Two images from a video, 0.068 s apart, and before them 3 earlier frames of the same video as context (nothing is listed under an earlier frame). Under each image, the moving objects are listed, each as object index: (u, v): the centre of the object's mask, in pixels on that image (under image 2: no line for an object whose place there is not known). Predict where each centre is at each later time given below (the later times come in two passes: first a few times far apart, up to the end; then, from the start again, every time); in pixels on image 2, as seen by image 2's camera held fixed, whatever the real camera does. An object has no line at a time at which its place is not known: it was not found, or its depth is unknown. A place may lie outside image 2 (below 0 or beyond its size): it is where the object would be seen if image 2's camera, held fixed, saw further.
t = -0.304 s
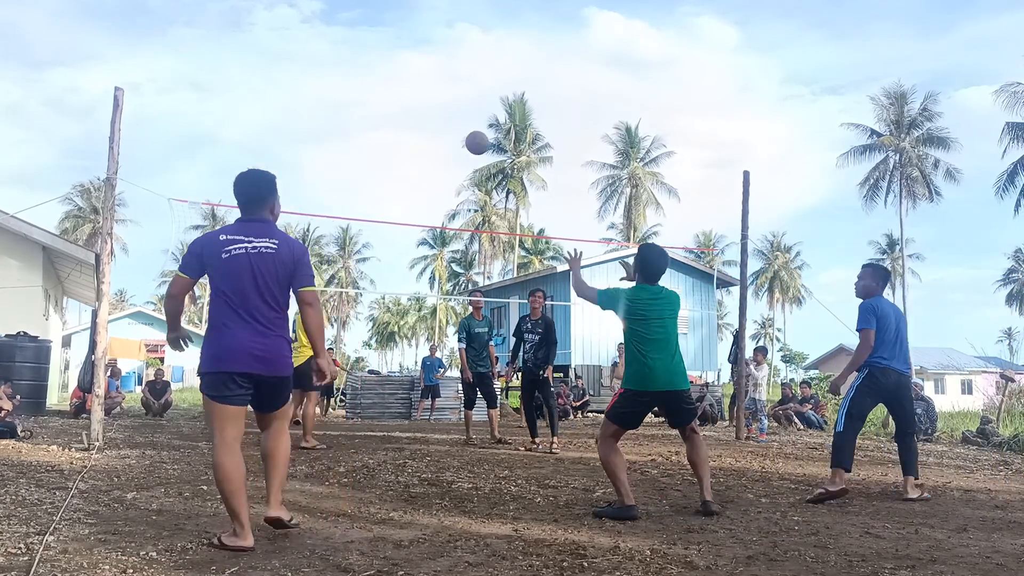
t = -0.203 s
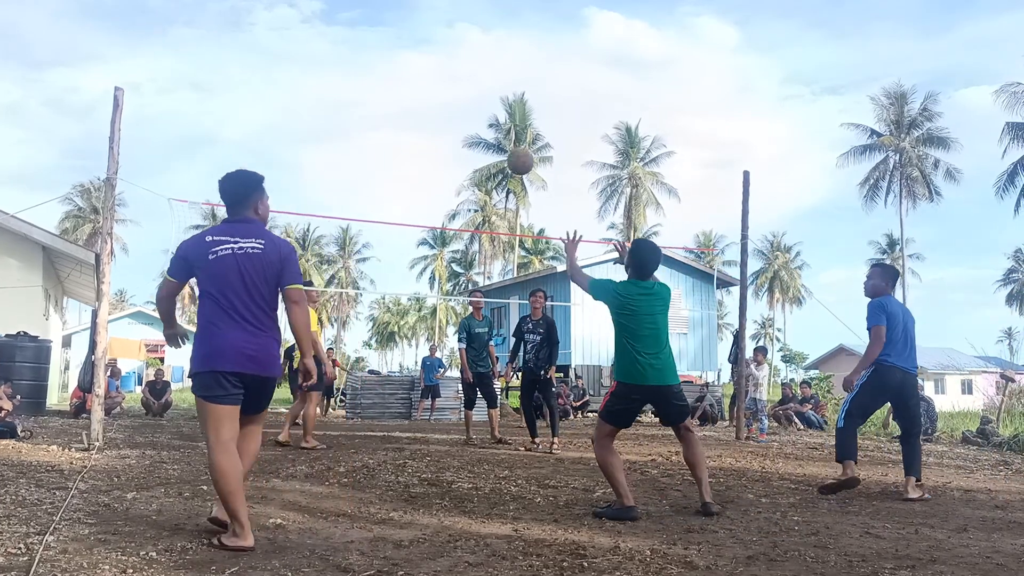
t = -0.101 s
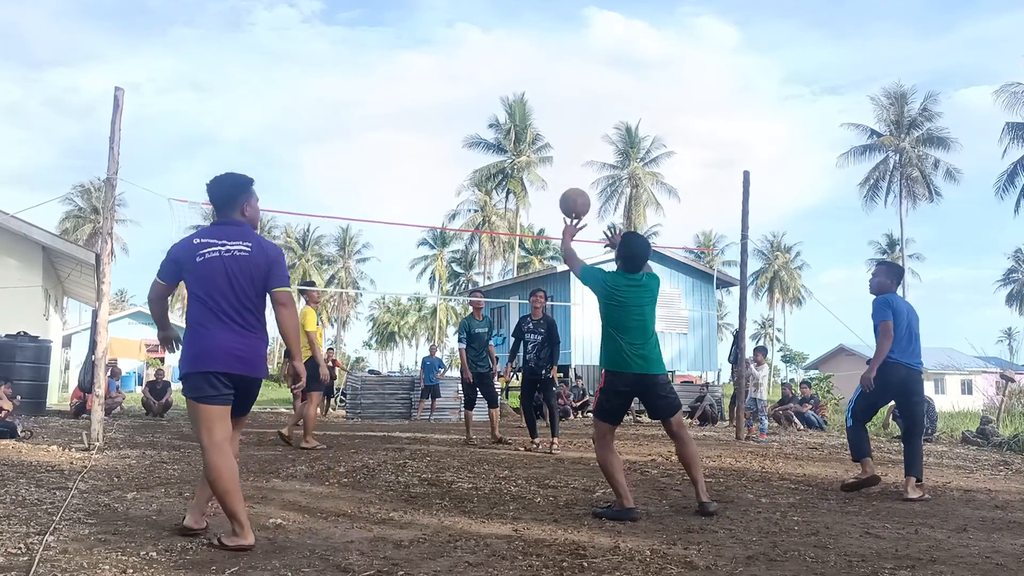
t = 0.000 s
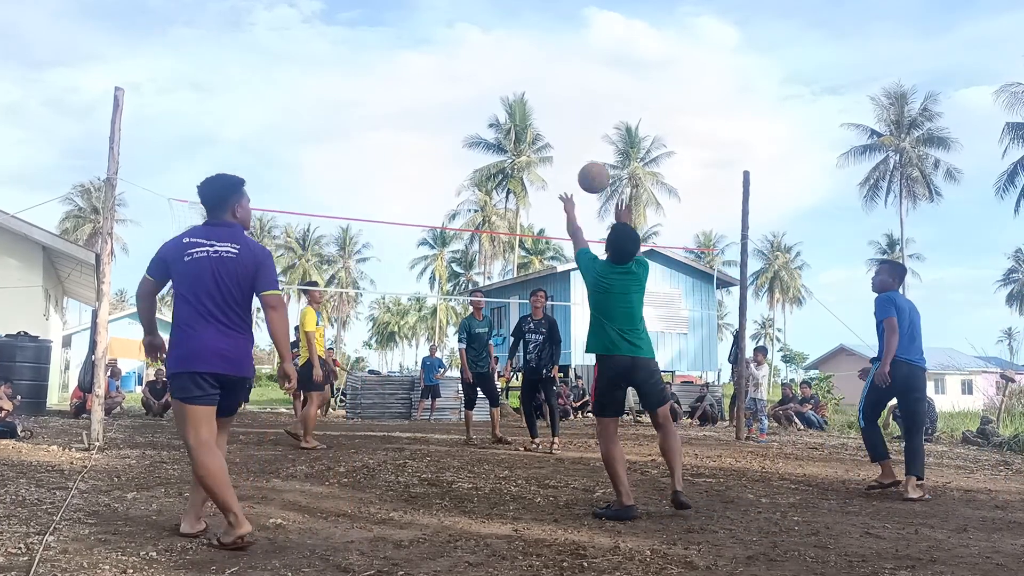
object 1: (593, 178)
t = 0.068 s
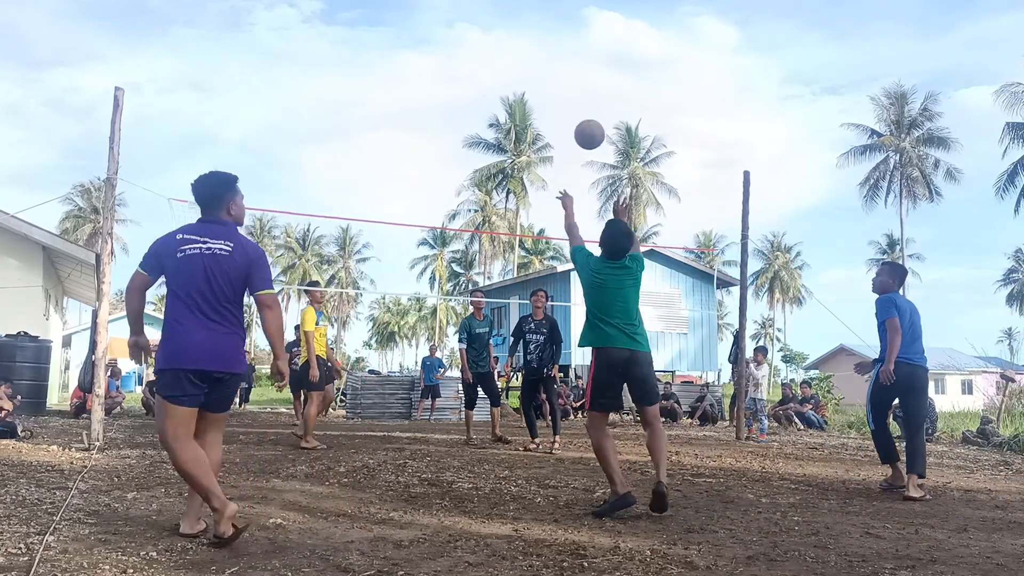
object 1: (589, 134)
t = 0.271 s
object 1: (578, 58)
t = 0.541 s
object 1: (566, 51)
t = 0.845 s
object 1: (555, 134)
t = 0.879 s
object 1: (555, 148)
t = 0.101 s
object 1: (587, 116)
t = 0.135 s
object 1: (585, 100)
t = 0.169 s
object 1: (583, 87)
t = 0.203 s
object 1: (581, 75)
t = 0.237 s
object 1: (579, 66)
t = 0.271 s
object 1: (578, 58)
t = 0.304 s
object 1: (576, 52)
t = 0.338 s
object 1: (574, 48)
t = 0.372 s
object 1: (572, 45)
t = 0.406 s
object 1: (571, 44)
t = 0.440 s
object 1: (569, 43)
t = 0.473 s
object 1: (568, 45)
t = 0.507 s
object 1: (567, 47)
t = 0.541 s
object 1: (566, 51)
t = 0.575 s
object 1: (564, 56)
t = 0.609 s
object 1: (563, 62)
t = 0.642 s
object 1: (562, 69)
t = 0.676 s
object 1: (561, 78)
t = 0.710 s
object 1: (559, 87)
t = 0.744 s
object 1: (558, 97)
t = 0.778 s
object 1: (557, 109)
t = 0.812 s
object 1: (556, 121)
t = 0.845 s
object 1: (555, 134)
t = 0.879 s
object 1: (555, 148)
